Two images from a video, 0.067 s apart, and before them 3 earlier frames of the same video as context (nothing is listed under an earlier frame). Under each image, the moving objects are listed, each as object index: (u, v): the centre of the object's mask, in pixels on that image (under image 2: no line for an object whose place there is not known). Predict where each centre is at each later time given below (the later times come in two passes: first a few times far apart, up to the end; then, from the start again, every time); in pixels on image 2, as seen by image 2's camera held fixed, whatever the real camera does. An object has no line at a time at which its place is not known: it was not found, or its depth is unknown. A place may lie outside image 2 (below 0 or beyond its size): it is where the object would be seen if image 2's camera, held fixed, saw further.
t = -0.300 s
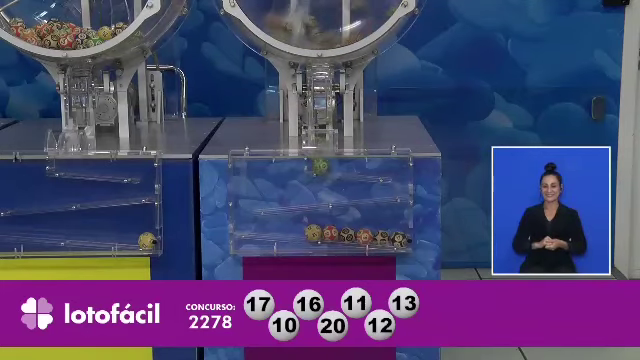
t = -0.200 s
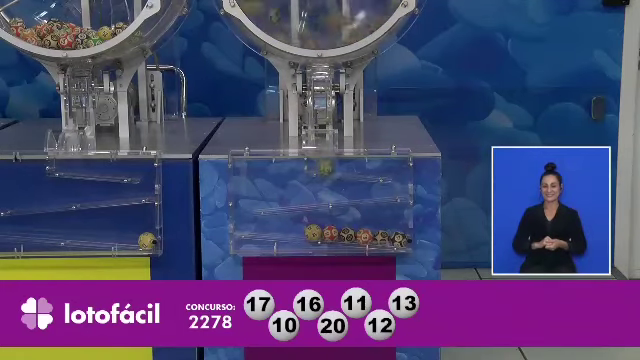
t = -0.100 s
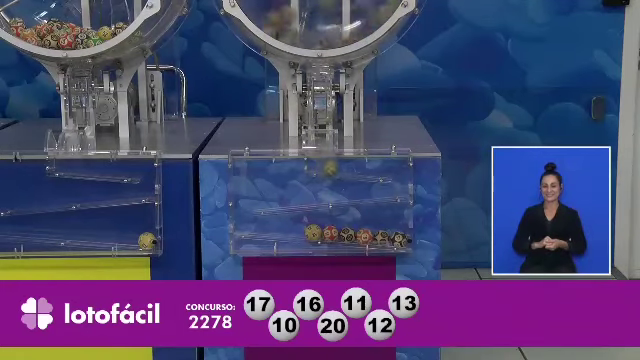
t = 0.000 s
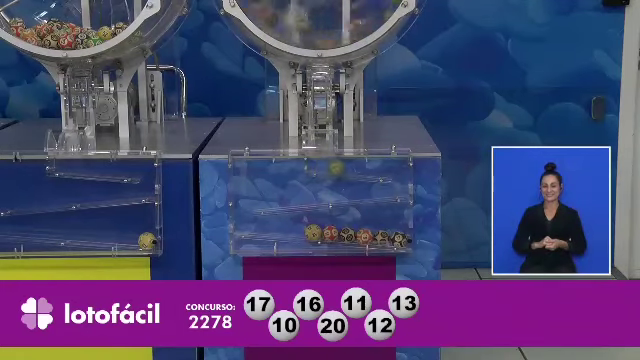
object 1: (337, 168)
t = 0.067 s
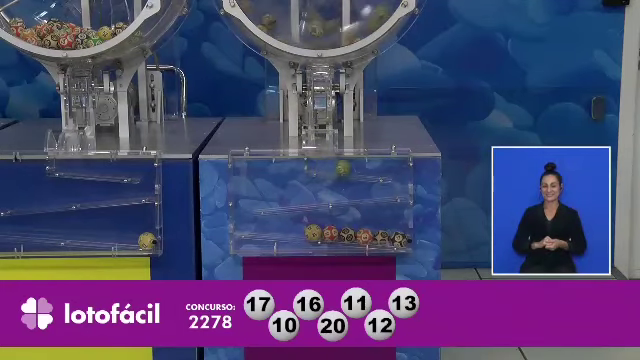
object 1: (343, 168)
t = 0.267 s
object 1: (361, 170)
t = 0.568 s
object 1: (399, 180)
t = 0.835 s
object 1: (395, 191)
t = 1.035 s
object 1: (389, 193)
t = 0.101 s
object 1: (345, 168)
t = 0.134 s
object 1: (349, 168)
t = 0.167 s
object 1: (352, 168)
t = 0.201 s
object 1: (356, 169)
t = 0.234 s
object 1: (359, 170)
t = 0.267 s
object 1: (361, 170)
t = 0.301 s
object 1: (364, 171)
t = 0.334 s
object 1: (369, 170)
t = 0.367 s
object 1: (373, 169)
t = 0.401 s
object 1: (381, 171)
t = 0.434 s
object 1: (383, 172)
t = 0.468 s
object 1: (386, 172)
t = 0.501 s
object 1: (391, 173)
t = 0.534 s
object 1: (397, 175)
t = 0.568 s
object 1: (399, 180)
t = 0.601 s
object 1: (396, 189)
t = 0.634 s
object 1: (396, 189)
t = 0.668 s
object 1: (396, 189)
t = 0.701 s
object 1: (396, 189)
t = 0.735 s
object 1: (395, 190)
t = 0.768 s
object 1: (395, 191)
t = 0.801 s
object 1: (395, 191)
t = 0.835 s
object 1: (395, 191)
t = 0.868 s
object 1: (395, 191)
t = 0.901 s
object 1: (394, 191)
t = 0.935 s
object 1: (393, 191)
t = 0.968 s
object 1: (392, 192)
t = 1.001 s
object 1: (392, 191)
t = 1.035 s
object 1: (389, 193)
